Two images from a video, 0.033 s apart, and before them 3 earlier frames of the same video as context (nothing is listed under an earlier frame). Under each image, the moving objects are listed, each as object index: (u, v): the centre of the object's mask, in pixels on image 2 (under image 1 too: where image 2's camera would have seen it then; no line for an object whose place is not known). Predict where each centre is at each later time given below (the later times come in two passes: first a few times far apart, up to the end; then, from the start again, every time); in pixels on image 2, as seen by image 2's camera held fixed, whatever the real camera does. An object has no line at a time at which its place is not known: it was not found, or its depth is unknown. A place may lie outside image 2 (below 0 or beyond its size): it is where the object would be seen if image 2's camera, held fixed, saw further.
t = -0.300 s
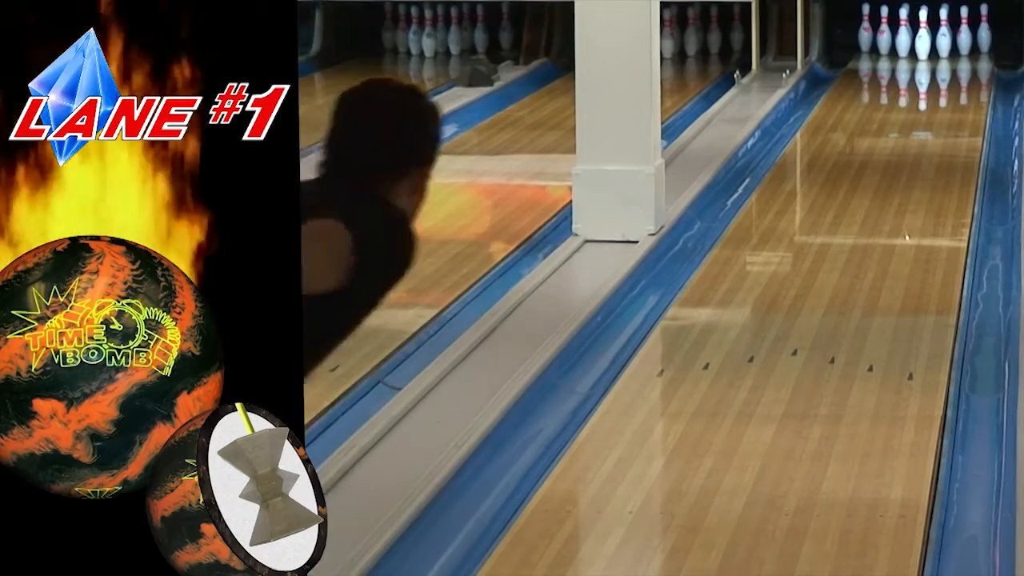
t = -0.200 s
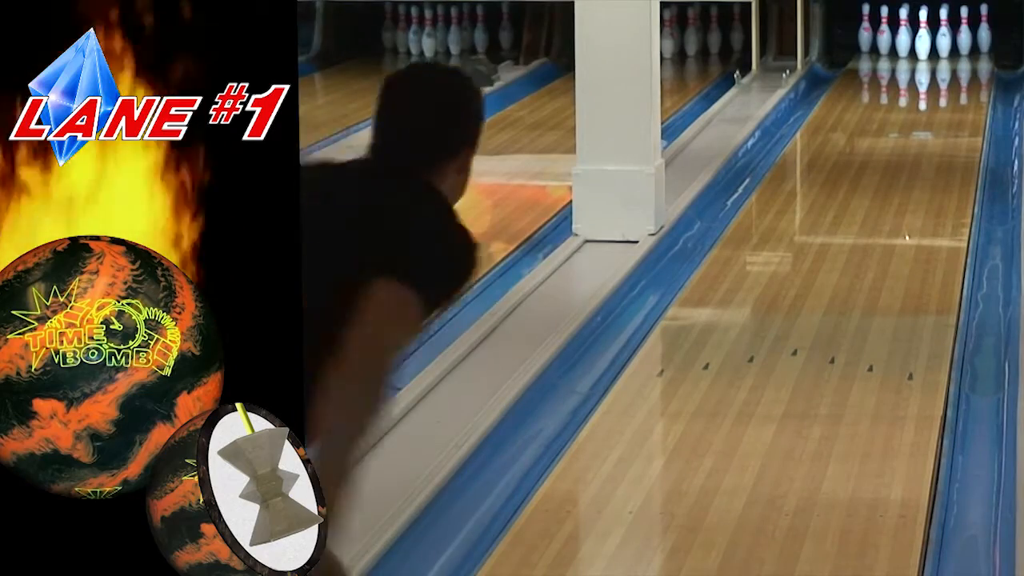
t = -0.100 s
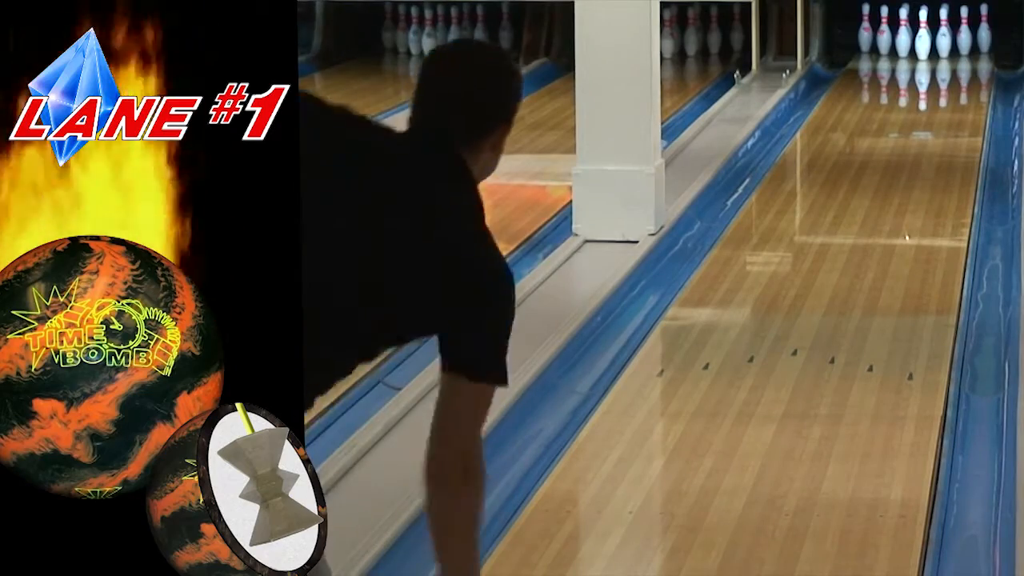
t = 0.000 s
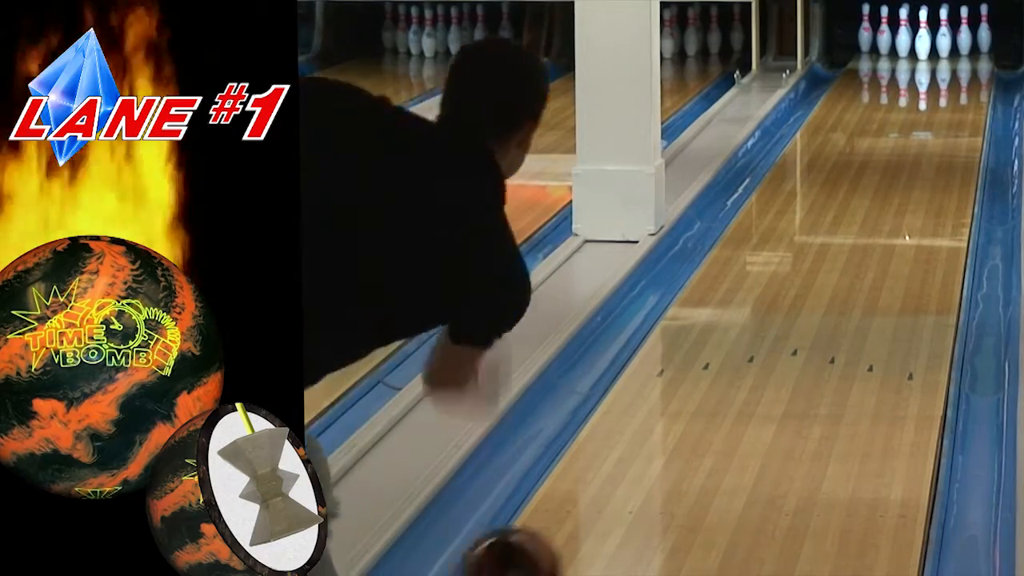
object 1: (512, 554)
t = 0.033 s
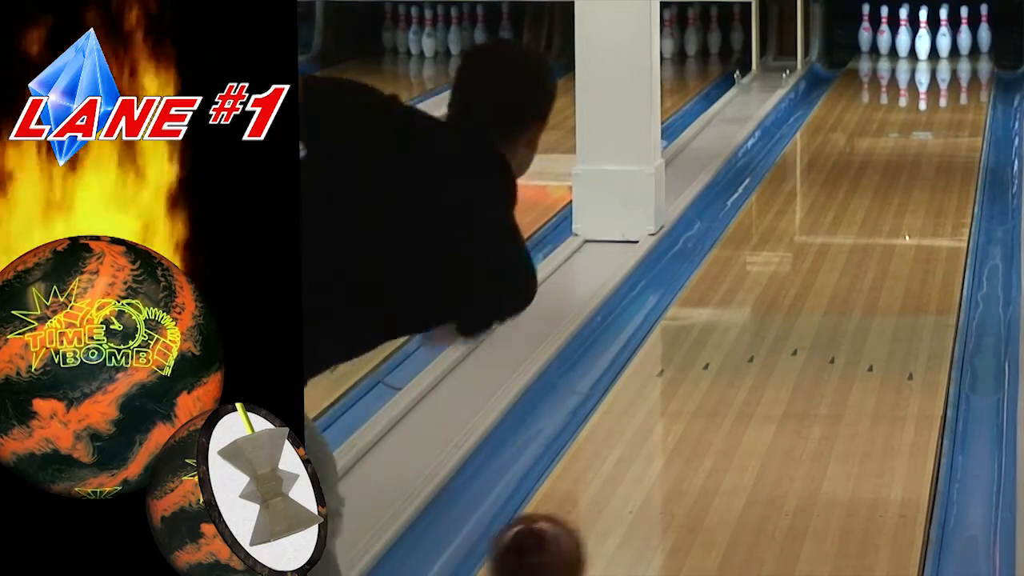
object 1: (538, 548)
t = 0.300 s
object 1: (692, 425)
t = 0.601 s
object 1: (798, 306)
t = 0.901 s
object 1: (865, 227)
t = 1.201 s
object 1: (912, 170)
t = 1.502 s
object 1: (941, 127)
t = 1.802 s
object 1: (954, 94)
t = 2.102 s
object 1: (951, 69)
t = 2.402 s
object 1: (933, 49)
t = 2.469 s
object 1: (931, 46)
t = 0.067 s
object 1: (561, 543)
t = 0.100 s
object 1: (584, 537)
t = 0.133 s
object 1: (605, 514)
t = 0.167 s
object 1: (625, 494)
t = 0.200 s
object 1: (643, 478)
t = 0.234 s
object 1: (660, 459)
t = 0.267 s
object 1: (676, 441)
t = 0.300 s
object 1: (692, 425)
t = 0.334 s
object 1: (706, 409)
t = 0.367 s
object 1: (720, 393)
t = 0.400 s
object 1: (733, 379)
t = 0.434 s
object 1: (745, 366)
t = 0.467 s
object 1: (757, 353)
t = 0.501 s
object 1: (768, 340)
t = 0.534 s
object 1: (778, 328)
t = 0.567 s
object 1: (788, 317)
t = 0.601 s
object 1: (798, 306)
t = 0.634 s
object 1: (807, 296)
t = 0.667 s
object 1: (815, 285)
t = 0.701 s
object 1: (824, 276)
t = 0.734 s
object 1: (832, 267)
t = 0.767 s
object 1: (839, 259)
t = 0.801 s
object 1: (846, 250)
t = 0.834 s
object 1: (853, 242)
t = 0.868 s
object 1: (859, 235)
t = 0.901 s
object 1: (865, 227)
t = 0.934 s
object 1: (872, 220)
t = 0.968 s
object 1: (877, 214)
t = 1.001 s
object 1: (883, 206)
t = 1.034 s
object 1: (888, 200)
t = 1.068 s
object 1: (893, 194)
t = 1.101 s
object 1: (898, 187)
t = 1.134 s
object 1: (903, 182)
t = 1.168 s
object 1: (907, 175)
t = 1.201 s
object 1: (912, 170)
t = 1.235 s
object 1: (916, 164)
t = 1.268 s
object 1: (920, 159)
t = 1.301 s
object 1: (923, 154)
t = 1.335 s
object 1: (927, 149)
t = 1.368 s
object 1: (930, 145)
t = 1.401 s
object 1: (933, 140)
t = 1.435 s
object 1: (936, 135)
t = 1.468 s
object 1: (939, 131)
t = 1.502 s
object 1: (941, 127)
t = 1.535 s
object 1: (944, 123)
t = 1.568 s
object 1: (946, 119)
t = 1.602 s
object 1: (947, 115)
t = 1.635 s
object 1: (950, 111)
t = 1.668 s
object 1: (951, 108)
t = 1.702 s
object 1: (952, 105)
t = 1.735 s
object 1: (953, 101)
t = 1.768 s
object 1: (954, 97)
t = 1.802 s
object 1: (954, 94)
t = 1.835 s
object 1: (955, 91)
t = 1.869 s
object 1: (955, 87)
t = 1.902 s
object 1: (954, 85)
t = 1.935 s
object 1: (954, 82)
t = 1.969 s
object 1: (954, 79)
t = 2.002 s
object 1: (953, 77)
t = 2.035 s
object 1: (952, 74)
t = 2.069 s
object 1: (952, 71)
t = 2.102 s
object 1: (951, 69)
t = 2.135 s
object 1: (949, 66)
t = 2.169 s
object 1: (948, 64)
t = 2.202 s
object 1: (947, 61)
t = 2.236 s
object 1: (946, 59)
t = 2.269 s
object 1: (943, 57)
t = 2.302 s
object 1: (941, 54)
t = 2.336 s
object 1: (939, 52)
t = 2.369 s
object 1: (936, 51)
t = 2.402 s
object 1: (933, 49)
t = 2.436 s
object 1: (931, 47)
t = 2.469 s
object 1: (931, 46)
